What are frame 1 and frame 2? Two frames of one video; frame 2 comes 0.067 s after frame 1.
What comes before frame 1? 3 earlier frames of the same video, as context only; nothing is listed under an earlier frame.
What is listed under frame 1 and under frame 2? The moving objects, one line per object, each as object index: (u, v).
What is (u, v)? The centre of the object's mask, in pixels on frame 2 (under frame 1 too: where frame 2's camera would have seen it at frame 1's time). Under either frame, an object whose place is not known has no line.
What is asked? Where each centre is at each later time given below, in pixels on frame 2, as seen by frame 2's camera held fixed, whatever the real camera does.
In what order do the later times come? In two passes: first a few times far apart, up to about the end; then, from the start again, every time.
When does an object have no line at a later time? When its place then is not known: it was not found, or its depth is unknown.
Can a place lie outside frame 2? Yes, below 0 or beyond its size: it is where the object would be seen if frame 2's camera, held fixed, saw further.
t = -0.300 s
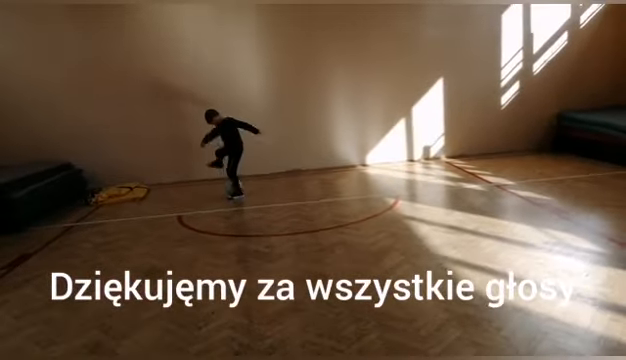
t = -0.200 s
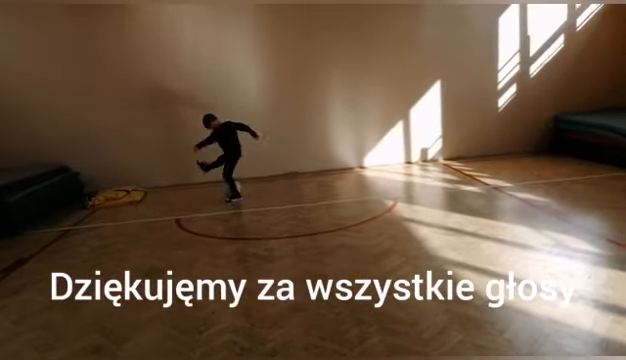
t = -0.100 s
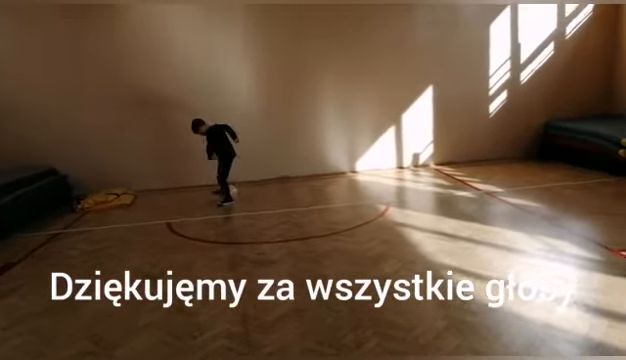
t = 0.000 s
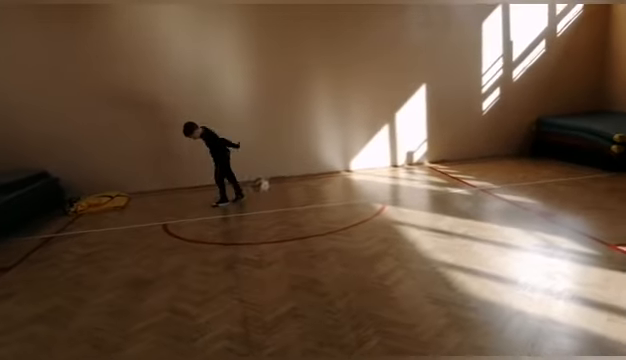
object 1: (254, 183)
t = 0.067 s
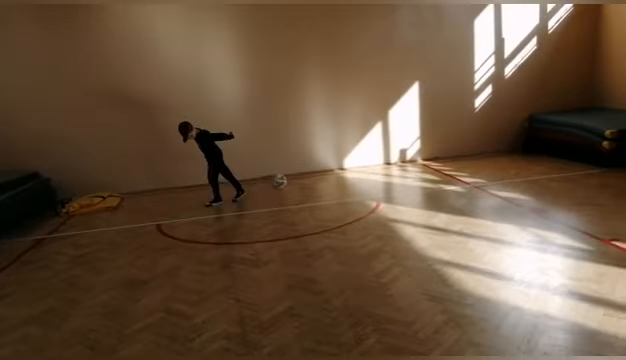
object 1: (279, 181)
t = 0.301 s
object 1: (359, 183)
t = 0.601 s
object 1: (441, 179)
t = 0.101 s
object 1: (293, 180)
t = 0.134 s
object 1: (304, 181)
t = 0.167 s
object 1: (316, 183)
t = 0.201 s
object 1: (328, 185)
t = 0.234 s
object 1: (340, 189)
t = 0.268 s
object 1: (350, 185)
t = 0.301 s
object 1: (359, 183)
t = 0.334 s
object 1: (369, 181)
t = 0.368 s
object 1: (378, 179)
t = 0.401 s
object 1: (388, 179)
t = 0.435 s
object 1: (397, 180)
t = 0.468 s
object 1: (407, 181)
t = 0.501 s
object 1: (416, 184)
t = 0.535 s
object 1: (425, 185)
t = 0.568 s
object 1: (433, 181)
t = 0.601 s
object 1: (441, 179)
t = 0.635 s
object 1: (453, 177)
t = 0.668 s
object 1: (463, 176)
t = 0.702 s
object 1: (473, 176)
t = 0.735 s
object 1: (481, 178)
